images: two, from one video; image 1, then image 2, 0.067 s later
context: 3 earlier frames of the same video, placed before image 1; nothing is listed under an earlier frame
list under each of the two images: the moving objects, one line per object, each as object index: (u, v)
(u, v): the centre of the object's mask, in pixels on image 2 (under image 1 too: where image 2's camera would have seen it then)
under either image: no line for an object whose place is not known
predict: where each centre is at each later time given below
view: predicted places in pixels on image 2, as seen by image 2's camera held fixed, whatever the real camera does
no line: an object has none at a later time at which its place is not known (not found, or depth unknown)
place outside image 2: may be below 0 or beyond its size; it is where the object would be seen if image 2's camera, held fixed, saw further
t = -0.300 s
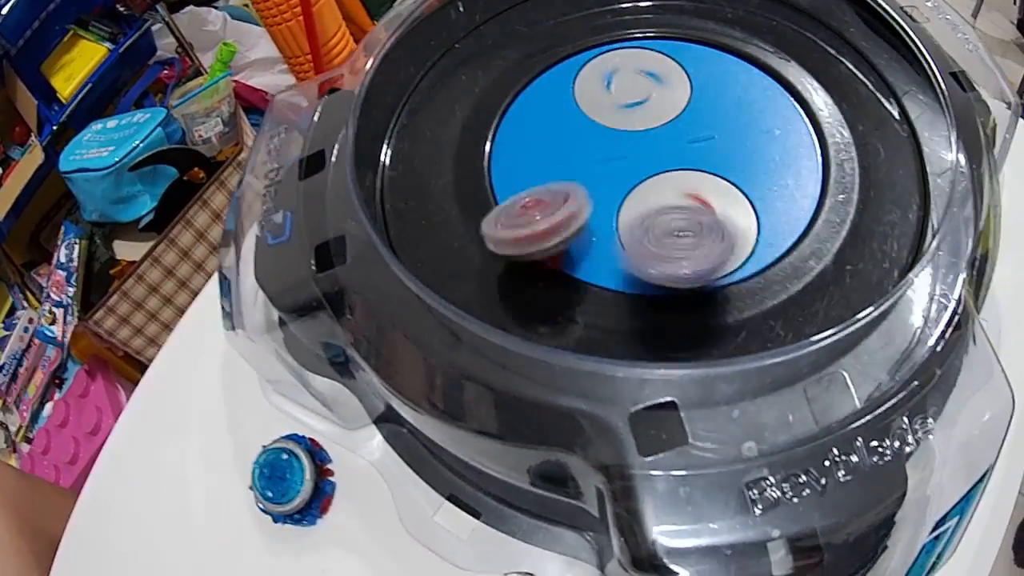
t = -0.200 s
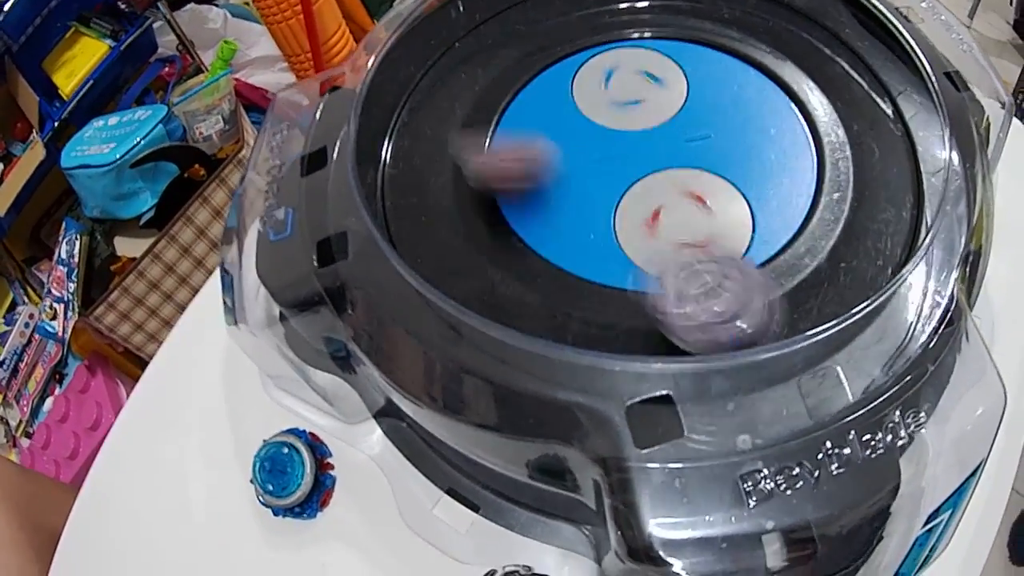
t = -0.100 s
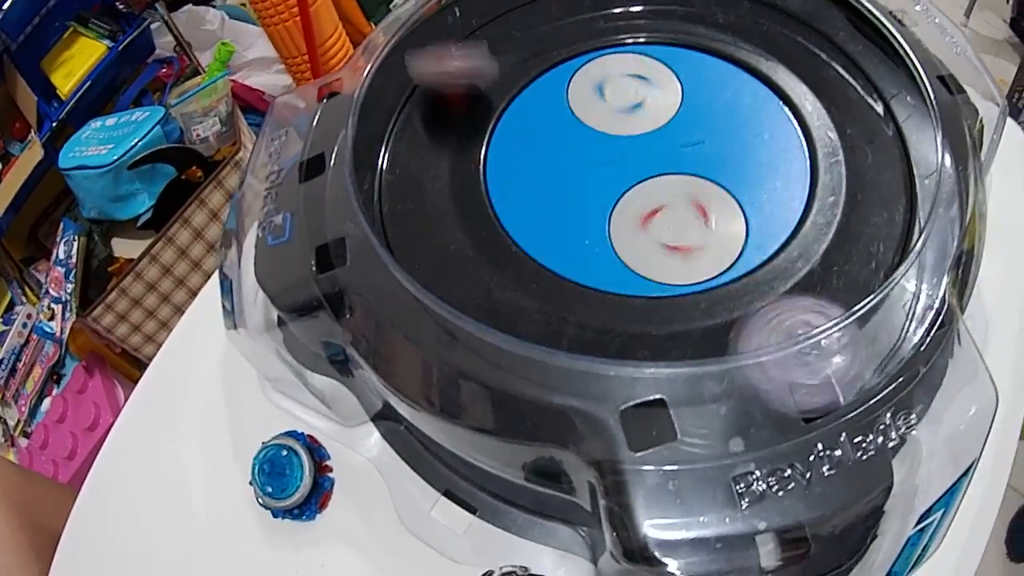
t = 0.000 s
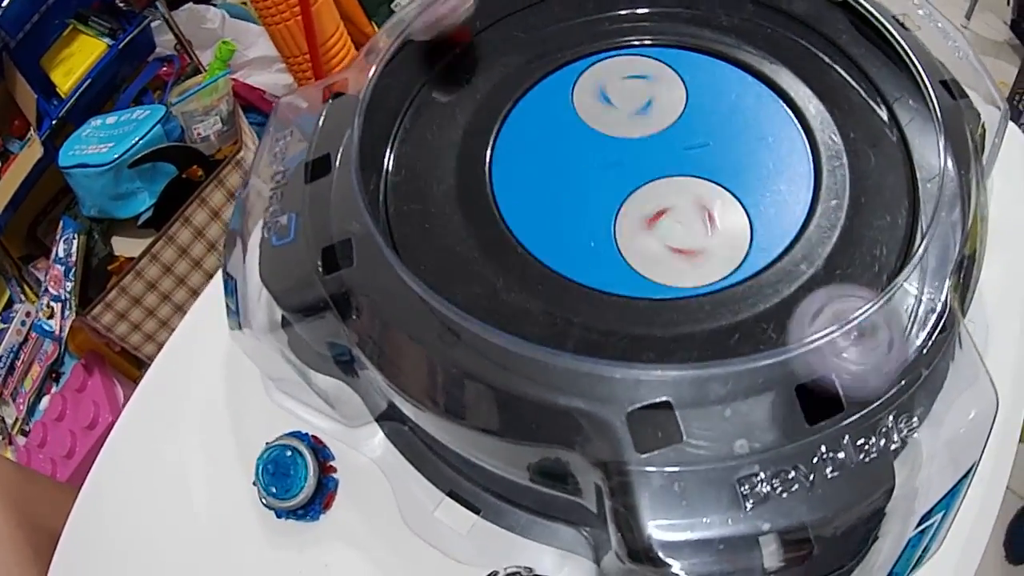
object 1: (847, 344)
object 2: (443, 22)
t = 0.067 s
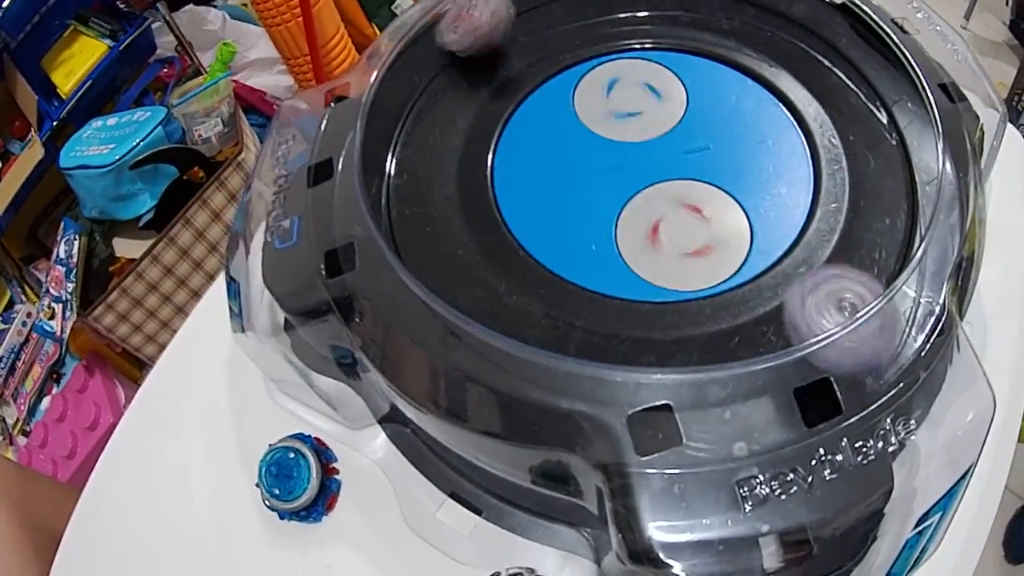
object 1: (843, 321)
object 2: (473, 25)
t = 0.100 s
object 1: (834, 305)
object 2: (491, 27)
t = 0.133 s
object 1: (819, 285)
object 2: (513, 36)
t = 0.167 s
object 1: (814, 273)
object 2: (536, 46)
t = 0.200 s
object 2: (555, 56)
